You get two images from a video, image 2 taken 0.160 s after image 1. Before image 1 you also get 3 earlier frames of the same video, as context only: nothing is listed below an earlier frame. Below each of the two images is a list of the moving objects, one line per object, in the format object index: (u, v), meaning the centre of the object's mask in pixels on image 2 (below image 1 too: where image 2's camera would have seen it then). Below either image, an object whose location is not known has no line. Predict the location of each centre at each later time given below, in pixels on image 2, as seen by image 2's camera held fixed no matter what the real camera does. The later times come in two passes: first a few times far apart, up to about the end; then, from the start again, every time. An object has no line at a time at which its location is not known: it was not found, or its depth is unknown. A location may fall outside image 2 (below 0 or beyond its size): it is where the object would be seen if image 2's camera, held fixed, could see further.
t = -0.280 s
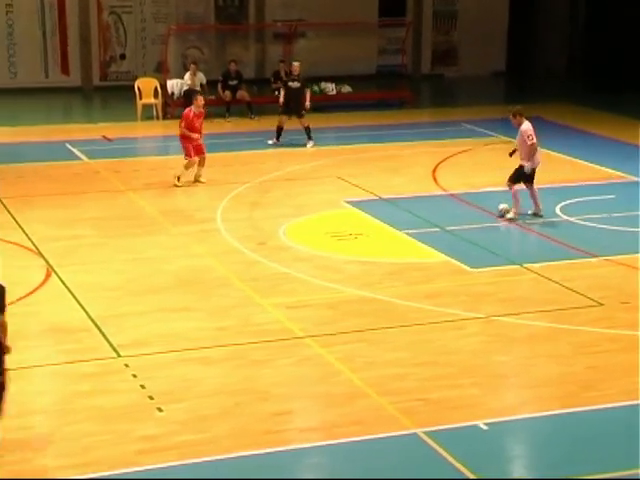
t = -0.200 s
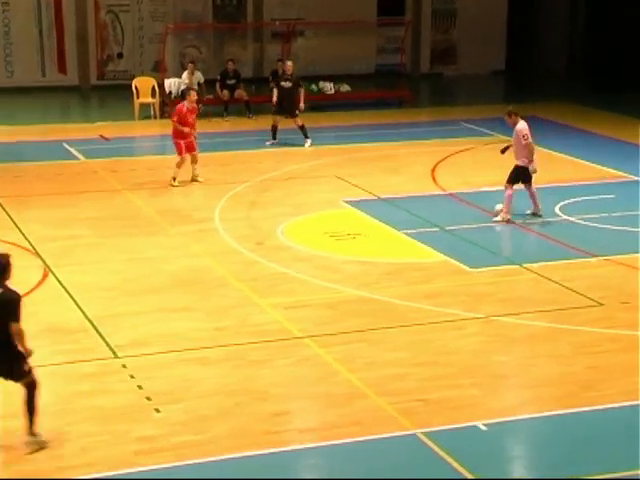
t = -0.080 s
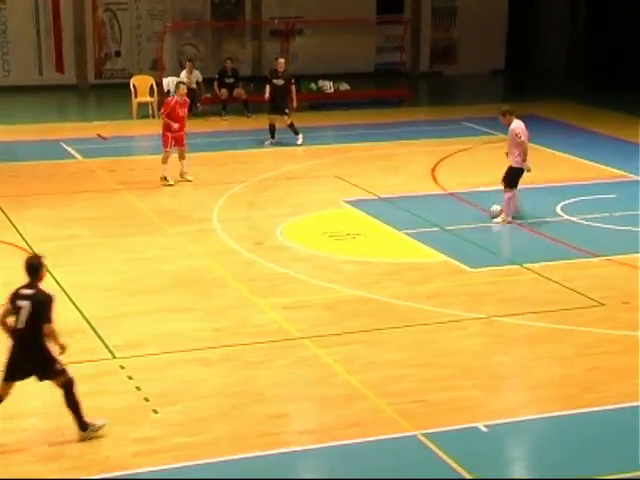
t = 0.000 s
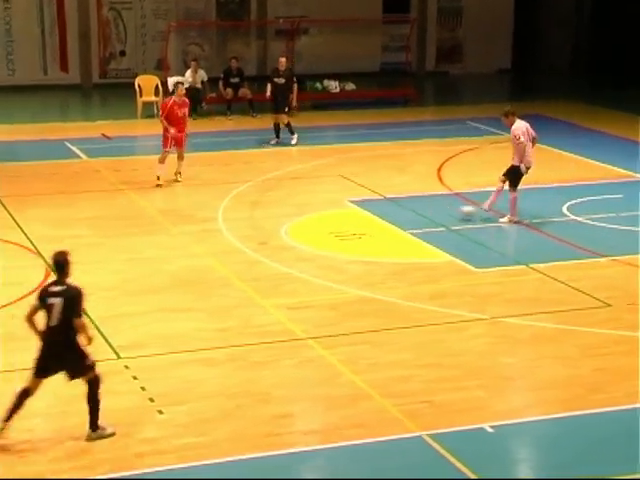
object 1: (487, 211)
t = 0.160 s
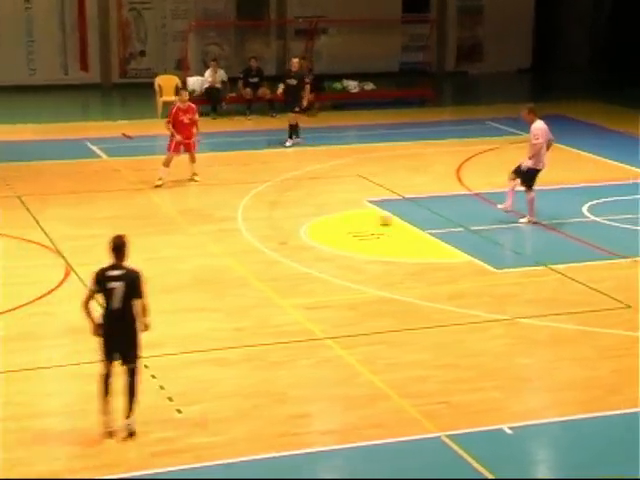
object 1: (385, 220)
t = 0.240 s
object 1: (338, 222)
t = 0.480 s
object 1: (206, 227)
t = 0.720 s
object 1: (87, 232)
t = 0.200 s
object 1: (362, 219)
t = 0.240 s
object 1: (338, 222)
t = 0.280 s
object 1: (315, 222)
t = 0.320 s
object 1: (292, 224)
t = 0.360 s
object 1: (271, 224)
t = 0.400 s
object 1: (248, 225)
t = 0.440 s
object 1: (227, 226)
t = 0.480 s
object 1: (206, 227)
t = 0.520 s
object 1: (185, 228)
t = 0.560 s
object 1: (165, 229)
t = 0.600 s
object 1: (145, 229)
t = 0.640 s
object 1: (125, 230)
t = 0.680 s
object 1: (106, 231)
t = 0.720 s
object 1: (87, 232)
